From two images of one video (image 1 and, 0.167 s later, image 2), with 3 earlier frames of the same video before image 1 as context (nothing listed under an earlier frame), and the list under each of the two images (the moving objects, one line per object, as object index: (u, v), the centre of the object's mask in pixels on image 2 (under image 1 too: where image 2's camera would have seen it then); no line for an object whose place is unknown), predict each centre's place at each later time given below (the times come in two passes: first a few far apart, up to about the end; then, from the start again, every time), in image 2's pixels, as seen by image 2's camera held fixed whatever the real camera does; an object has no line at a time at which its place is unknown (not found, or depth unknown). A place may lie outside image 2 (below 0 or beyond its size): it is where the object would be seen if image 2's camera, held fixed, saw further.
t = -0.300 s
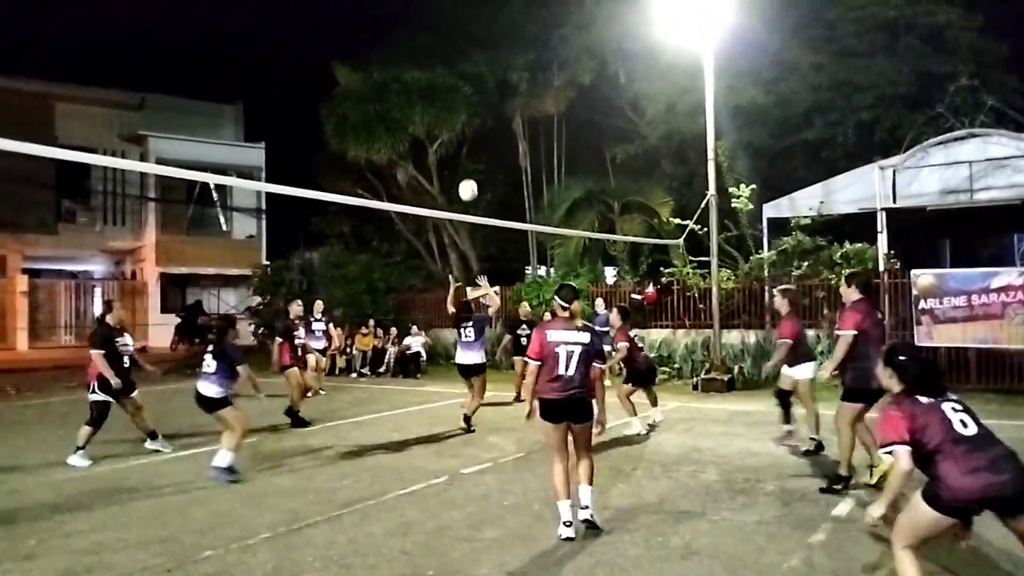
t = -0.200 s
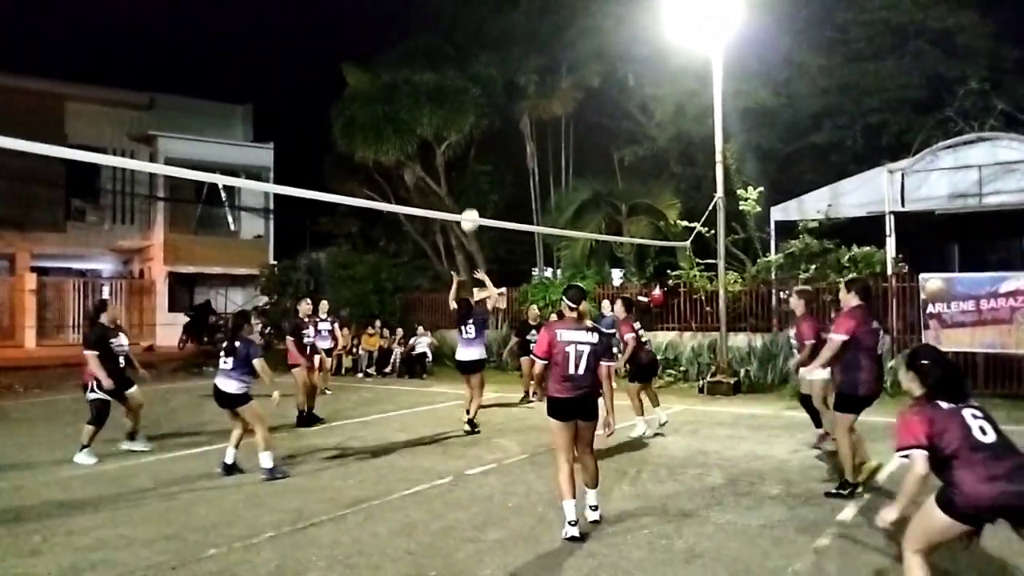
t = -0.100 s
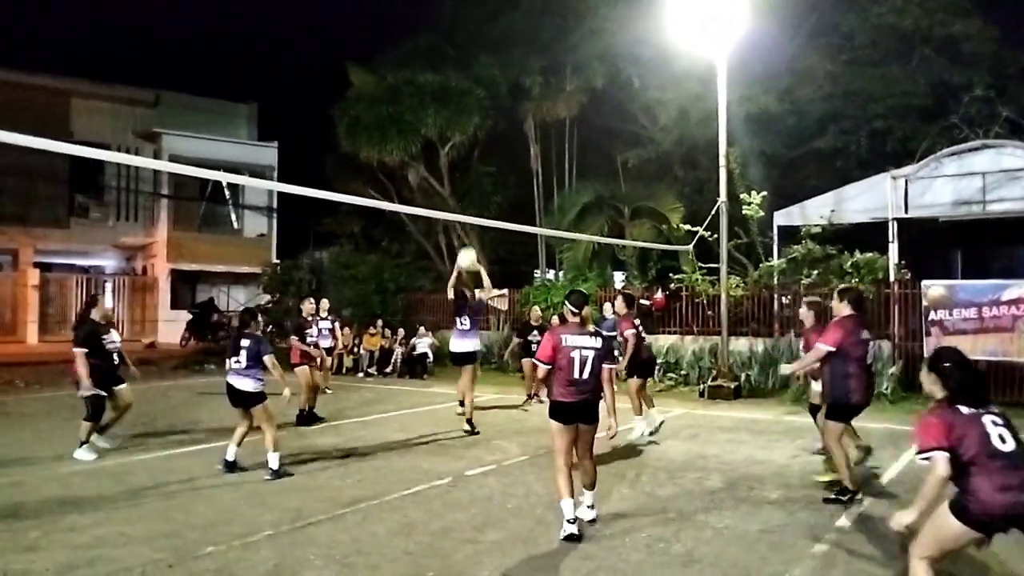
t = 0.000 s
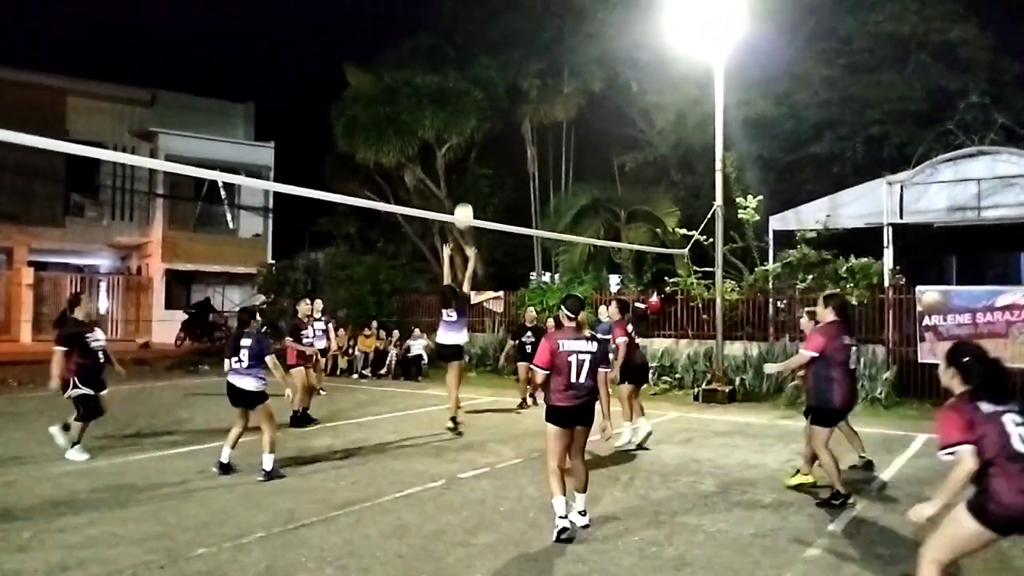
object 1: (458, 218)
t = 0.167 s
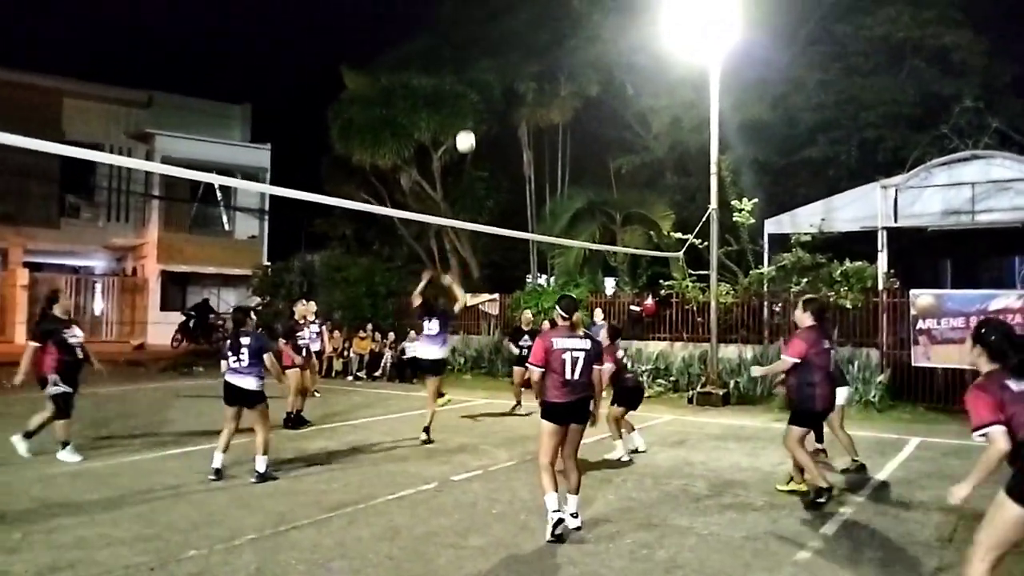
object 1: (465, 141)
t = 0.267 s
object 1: (469, 107)
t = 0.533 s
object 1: (479, 59)
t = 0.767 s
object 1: (488, 67)
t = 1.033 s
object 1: (499, 128)
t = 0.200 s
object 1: (467, 129)
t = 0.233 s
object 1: (468, 117)
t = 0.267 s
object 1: (469, 107)
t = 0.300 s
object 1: (470, 98)
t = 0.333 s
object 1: (471, 89)
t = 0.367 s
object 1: (473, 82)
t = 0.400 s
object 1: (474, 75)
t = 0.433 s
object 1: (475, 70)
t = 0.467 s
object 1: (476, 65)
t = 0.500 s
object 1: (477, 62)
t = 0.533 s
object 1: (479, 59)
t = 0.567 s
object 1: (481, 57)
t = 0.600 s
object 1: (482, 56)
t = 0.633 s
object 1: (484, 57)
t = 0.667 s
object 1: (485, 58)
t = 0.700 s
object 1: (486, 60)
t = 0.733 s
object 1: (487, 63)
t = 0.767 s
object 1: (488, 67)
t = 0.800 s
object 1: (490, 71)
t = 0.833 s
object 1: (491, 76)
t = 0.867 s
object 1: (493, 83)
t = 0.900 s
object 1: (494, 90)
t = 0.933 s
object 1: (495, 98)
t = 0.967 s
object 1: (497, 108)
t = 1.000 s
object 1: (498, 118)
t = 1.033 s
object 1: (499, 128)
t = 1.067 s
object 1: (500, 140)
